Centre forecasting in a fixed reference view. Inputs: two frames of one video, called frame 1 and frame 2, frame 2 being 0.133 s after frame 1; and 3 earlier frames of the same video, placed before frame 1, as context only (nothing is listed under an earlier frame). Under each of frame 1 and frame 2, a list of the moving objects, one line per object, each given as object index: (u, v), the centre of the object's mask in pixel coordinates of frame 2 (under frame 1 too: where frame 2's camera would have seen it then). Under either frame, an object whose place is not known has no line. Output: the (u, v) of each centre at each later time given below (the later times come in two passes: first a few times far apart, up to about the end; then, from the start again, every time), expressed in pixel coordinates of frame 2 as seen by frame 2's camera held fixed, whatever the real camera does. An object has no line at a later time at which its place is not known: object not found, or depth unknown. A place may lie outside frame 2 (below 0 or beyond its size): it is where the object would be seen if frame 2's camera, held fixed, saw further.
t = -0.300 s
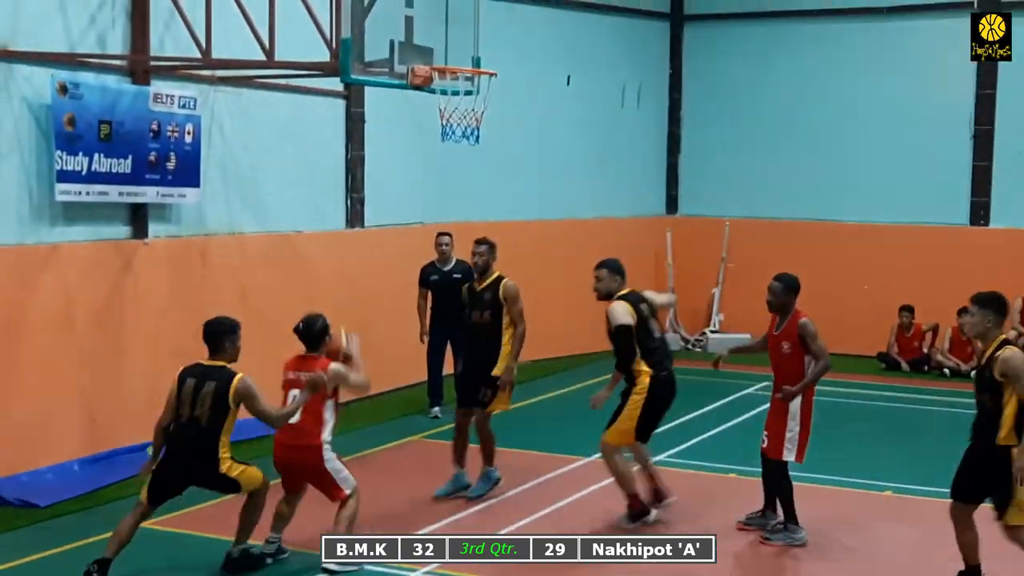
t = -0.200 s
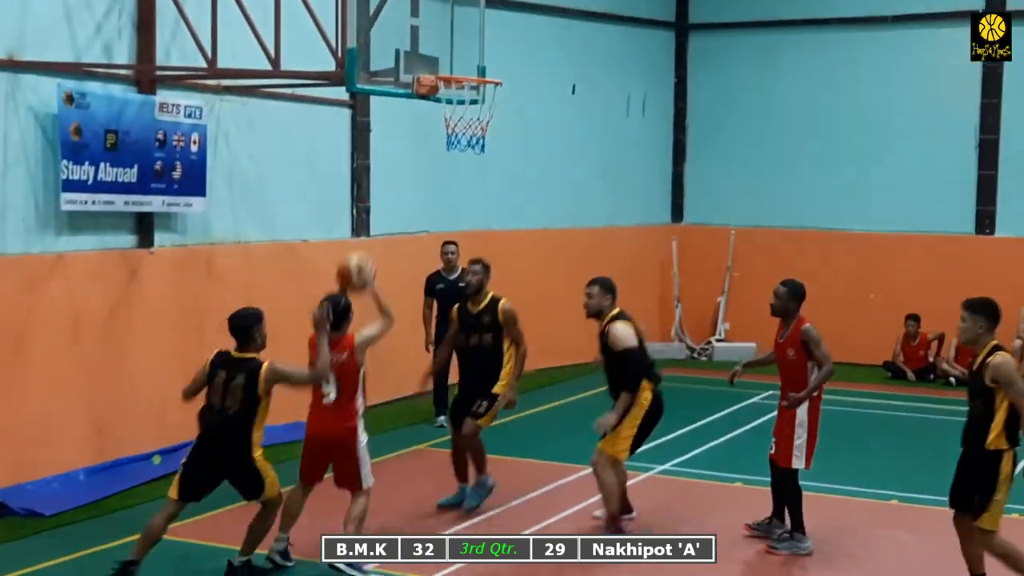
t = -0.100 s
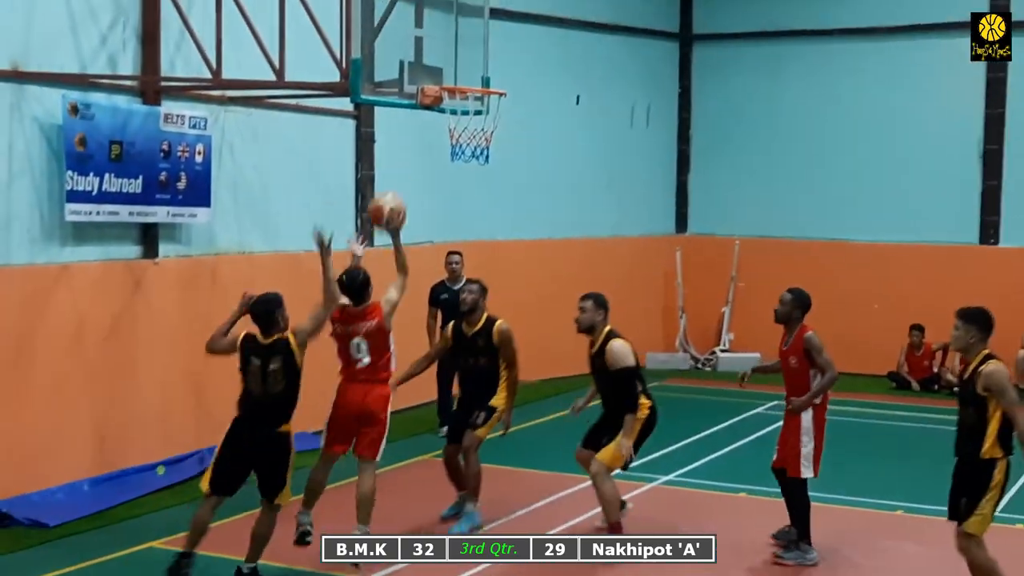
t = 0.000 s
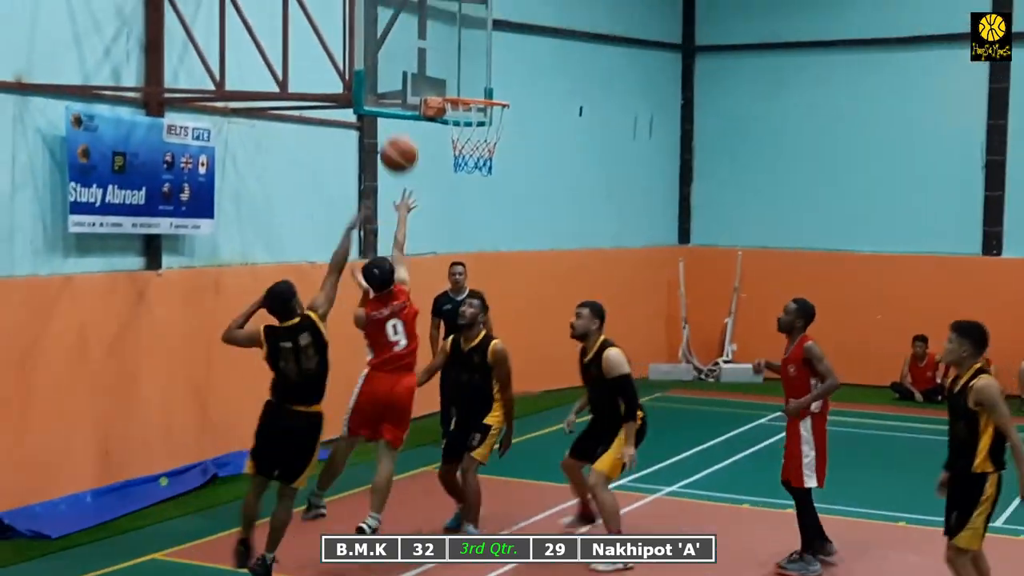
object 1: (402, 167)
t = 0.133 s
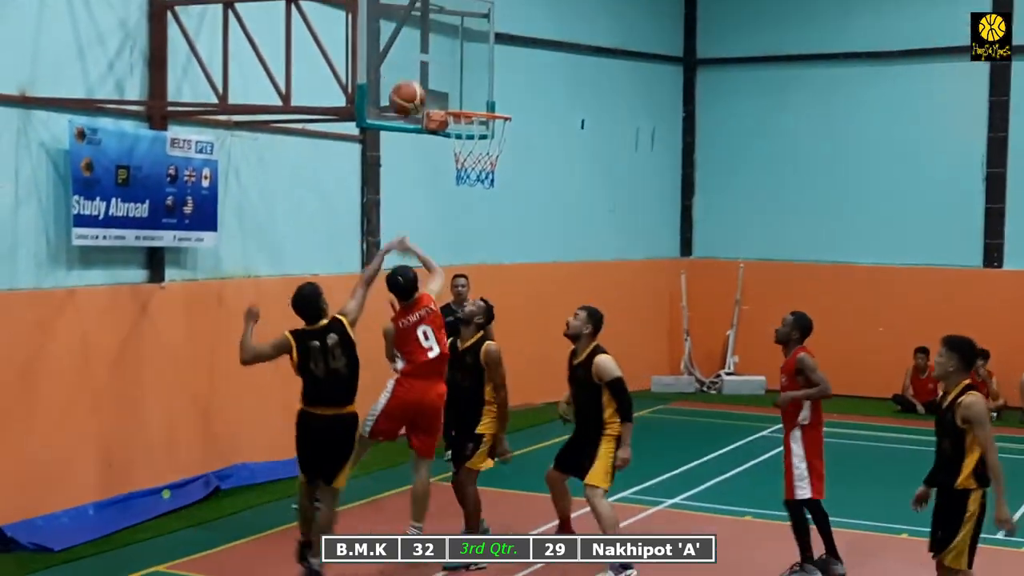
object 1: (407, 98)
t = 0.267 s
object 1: (411, 62)
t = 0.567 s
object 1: (480, 99)
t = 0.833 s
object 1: (473, 147)
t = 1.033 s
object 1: (458, 187)
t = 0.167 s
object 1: (408, 87)
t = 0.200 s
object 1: (409, 77)
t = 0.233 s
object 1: (410, 69)
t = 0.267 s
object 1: (411, 62)
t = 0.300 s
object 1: (412, 57)
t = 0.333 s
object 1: (413, 54)
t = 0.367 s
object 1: (417, 54)
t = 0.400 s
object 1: (427, 58)
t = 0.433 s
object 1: (437, 64)
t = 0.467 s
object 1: (449, 71)
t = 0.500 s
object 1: (459, 80)
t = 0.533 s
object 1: (468, 89)
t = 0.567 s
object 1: (480, 99)
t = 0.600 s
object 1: (489, 113)
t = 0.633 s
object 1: (488, 120)
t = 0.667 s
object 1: (485, 129)
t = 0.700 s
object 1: (483, 136)
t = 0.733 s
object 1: (481, 140)
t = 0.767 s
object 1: (479, 143)
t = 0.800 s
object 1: (475, 144)
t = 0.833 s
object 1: (473, 147)
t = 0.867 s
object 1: (470, 149)
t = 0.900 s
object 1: (468, 153)
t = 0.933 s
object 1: (465, 162)
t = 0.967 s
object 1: (463, 168)
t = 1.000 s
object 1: (460, 177)
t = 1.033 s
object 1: (458, 187)
